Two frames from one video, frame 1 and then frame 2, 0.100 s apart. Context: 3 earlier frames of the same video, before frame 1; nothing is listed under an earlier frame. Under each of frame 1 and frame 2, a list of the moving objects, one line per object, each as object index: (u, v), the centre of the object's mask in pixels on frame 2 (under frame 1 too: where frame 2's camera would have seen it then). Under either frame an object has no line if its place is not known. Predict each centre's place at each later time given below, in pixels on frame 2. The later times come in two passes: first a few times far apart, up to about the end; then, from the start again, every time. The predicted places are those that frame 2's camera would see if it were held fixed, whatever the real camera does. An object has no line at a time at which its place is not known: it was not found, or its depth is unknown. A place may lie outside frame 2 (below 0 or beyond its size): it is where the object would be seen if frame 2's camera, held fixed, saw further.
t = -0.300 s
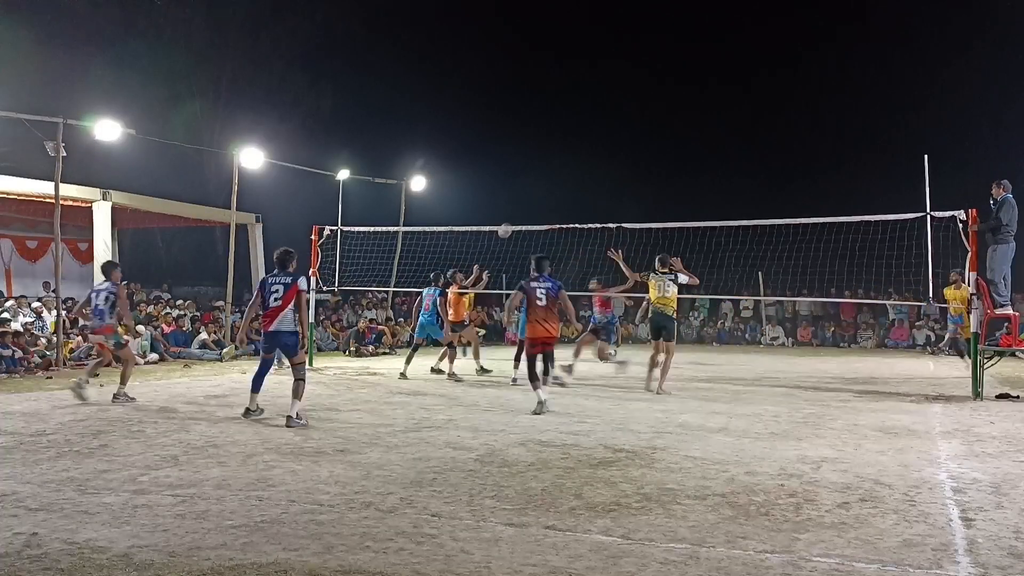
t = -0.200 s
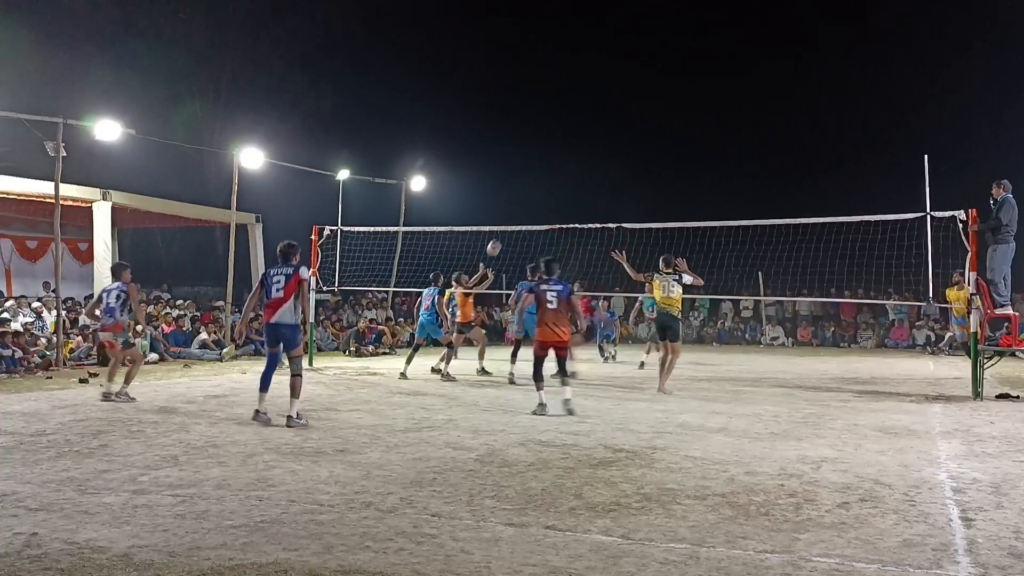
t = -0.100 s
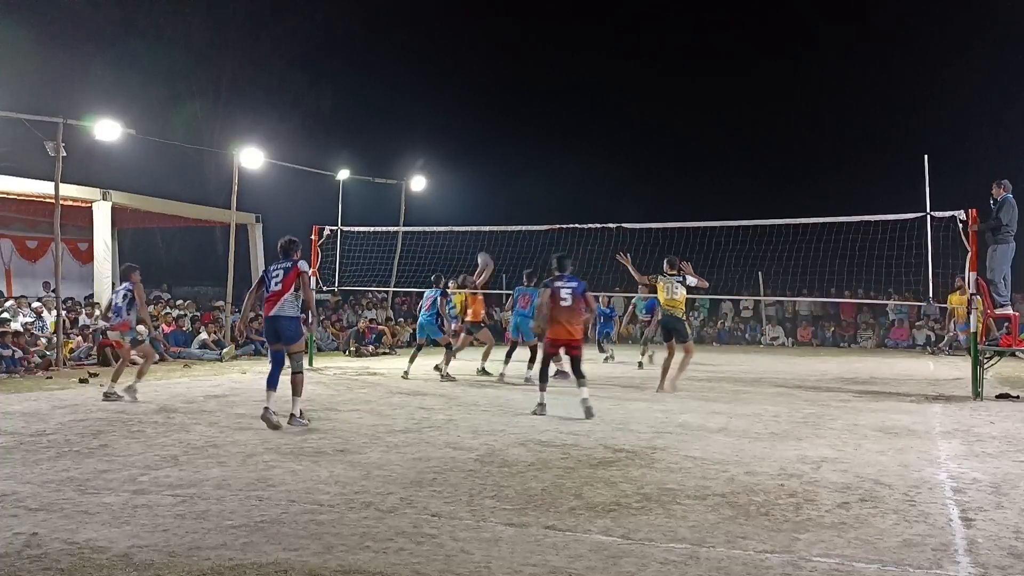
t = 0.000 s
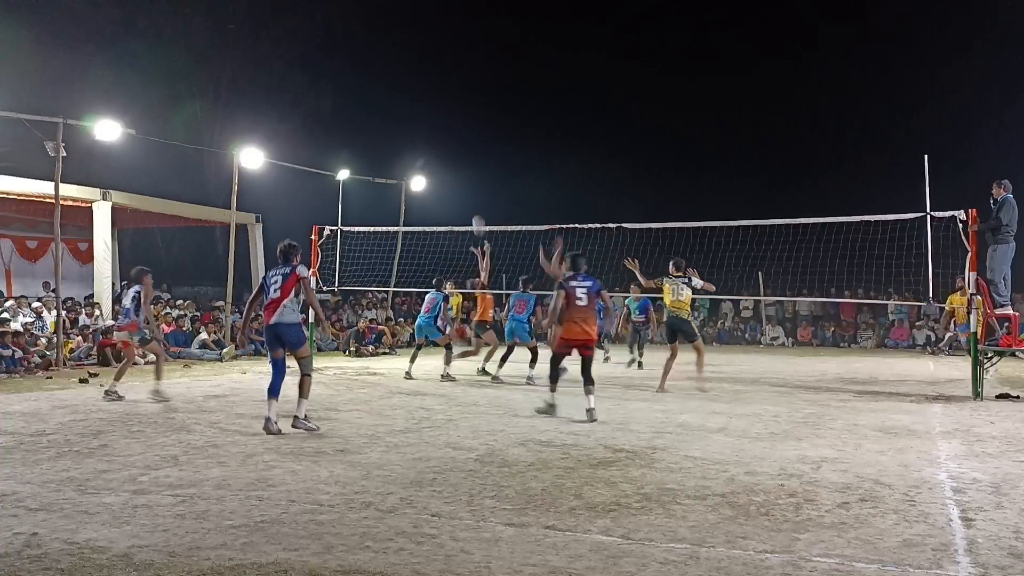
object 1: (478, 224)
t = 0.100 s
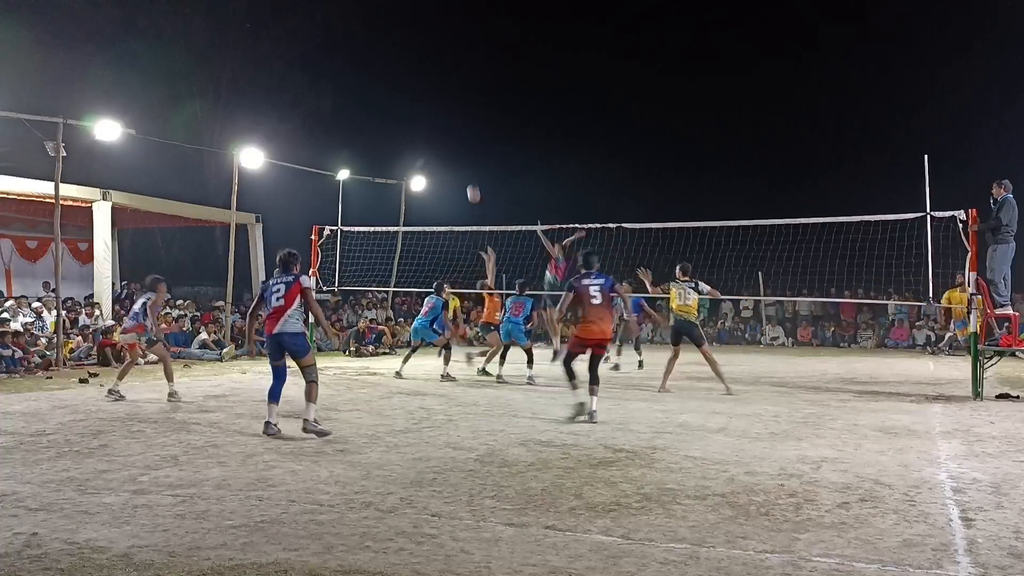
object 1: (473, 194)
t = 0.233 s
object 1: (466, 160)
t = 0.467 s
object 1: (453, 130)
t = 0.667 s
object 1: (442, 128)
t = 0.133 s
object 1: (472, 184)
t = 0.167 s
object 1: (470, 175)
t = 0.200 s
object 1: (468, 168)
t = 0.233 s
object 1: (466, 160)
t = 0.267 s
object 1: (464, 154)
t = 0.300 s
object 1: (462, 148)
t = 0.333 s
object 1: (461, 144)
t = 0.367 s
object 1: (459, 139)
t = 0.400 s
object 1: (457, 135)
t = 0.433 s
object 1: (455, 132)
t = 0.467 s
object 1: (453, 130)
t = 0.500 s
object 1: (451, 128)
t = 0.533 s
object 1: (450, 127)
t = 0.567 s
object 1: (448, 126)
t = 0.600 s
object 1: (446, 126)
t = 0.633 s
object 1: (444, 127)
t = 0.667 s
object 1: (442, 128)
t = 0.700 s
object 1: (441, 130)
